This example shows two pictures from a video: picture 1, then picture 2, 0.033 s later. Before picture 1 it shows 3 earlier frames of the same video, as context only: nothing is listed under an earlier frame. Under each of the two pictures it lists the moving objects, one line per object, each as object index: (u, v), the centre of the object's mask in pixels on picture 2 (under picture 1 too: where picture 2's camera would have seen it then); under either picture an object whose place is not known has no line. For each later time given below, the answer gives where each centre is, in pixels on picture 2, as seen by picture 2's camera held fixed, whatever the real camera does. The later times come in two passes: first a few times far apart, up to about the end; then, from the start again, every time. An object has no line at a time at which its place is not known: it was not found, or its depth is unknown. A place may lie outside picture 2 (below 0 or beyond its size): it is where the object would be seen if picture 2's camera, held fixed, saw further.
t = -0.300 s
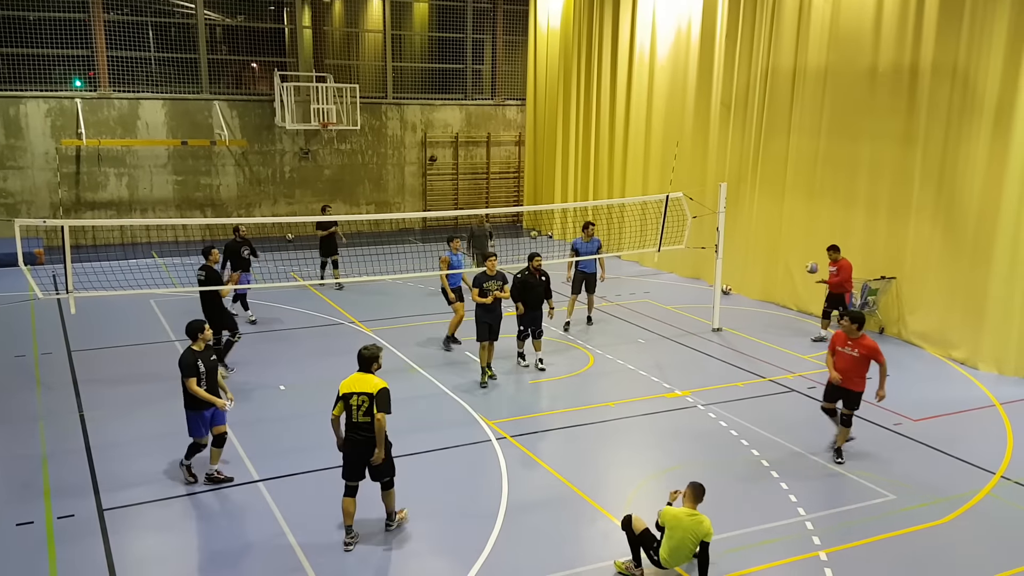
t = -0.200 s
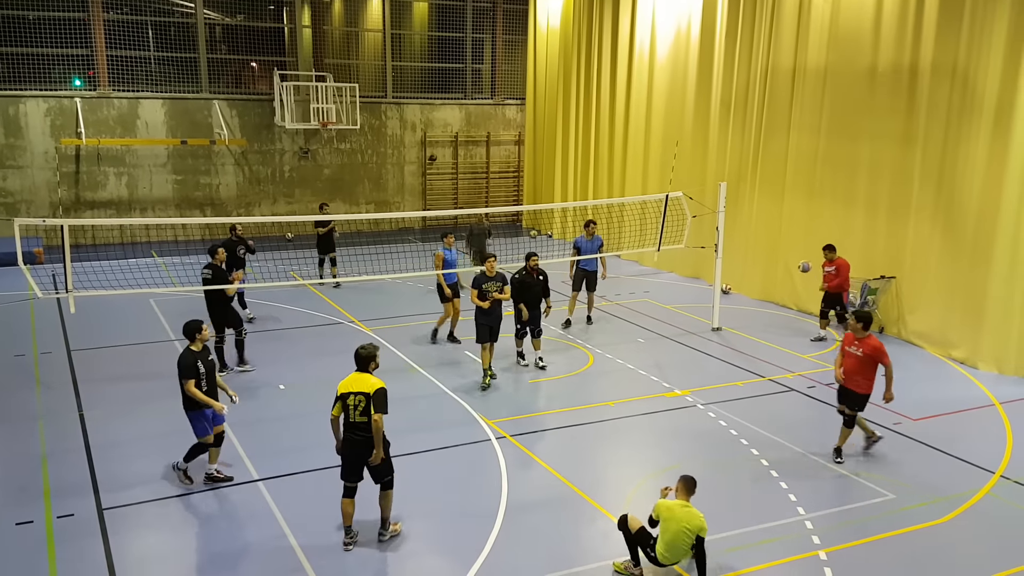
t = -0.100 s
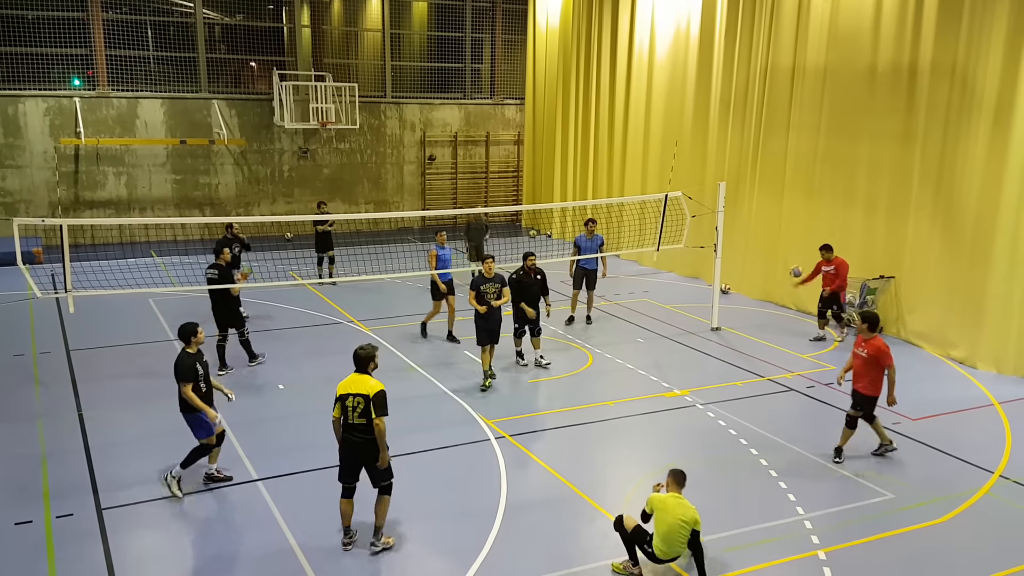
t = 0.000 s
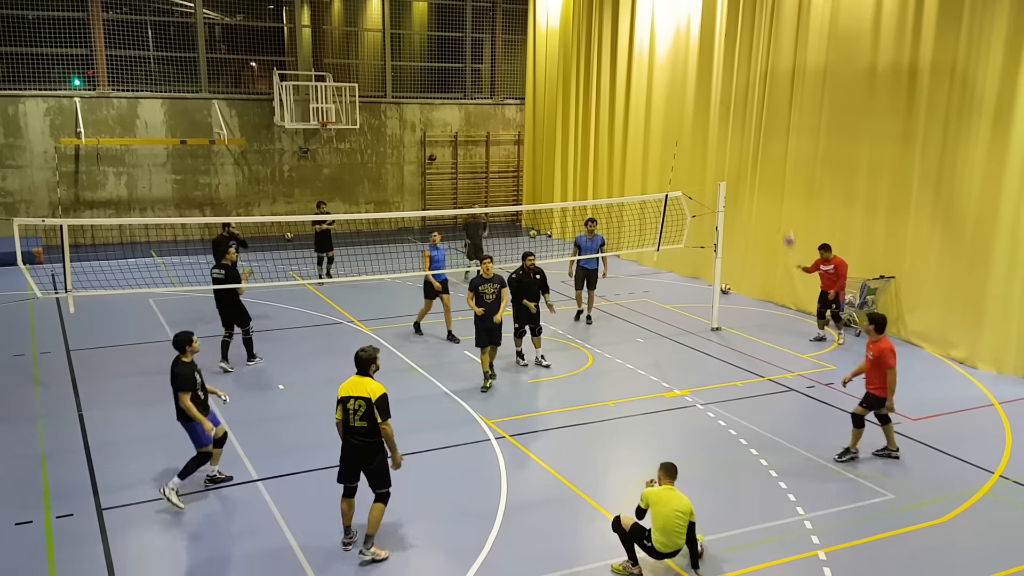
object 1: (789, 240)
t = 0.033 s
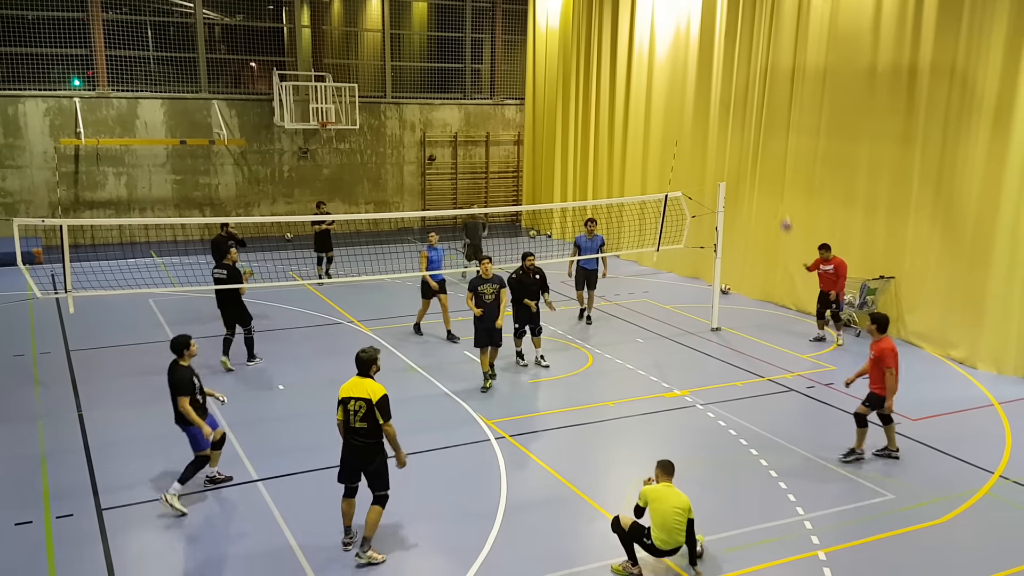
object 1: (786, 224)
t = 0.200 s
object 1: (775, 155)
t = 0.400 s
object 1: (755, 89)
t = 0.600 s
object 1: (730, 43)
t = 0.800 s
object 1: (699, 26)
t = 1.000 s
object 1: (660, 46)
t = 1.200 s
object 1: (615, 110)
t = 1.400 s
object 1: (563, 221)
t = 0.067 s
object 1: (783, 211)
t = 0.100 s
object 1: (781, 197)
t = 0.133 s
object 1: (779, 184)
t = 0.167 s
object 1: (777, 170)
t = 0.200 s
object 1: (775, 155)
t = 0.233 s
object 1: (772, 143)
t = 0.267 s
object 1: (768, 131)
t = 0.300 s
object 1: (765, 119)
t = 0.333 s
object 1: (762, 109)
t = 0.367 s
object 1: (758, 99)
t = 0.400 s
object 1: (755, 89)
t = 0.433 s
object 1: (751, 79)
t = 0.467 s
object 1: (747, 70)
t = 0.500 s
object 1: (743, 62)
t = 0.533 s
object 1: (739, 55)
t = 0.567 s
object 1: (735, 48)
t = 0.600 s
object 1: (730, 43)
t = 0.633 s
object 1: (726, 38)
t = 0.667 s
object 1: (721, 33)
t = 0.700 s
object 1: (715, 30)
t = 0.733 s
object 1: (710, 28)
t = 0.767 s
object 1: (705, 26)
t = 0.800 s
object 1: (699, 26)
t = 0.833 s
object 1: (693, 27)
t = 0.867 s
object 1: (686, 28)
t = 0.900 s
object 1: (680, 31)
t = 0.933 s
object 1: (673, 35)
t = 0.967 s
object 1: (667, 40)
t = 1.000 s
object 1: (660, 46)
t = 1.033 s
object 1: (653, 54)
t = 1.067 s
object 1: (645, 62)
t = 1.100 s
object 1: (637, 72)
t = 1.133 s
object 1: (629, 84)
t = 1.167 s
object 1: (622, 96)
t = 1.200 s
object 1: (615, 110)
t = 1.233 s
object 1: (606, 125)
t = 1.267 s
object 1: (597, 143)
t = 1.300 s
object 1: (589, 160)
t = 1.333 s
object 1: (581, 178)
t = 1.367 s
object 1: (573, 198)
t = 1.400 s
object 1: (563, 221)
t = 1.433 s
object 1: (554, 244)
